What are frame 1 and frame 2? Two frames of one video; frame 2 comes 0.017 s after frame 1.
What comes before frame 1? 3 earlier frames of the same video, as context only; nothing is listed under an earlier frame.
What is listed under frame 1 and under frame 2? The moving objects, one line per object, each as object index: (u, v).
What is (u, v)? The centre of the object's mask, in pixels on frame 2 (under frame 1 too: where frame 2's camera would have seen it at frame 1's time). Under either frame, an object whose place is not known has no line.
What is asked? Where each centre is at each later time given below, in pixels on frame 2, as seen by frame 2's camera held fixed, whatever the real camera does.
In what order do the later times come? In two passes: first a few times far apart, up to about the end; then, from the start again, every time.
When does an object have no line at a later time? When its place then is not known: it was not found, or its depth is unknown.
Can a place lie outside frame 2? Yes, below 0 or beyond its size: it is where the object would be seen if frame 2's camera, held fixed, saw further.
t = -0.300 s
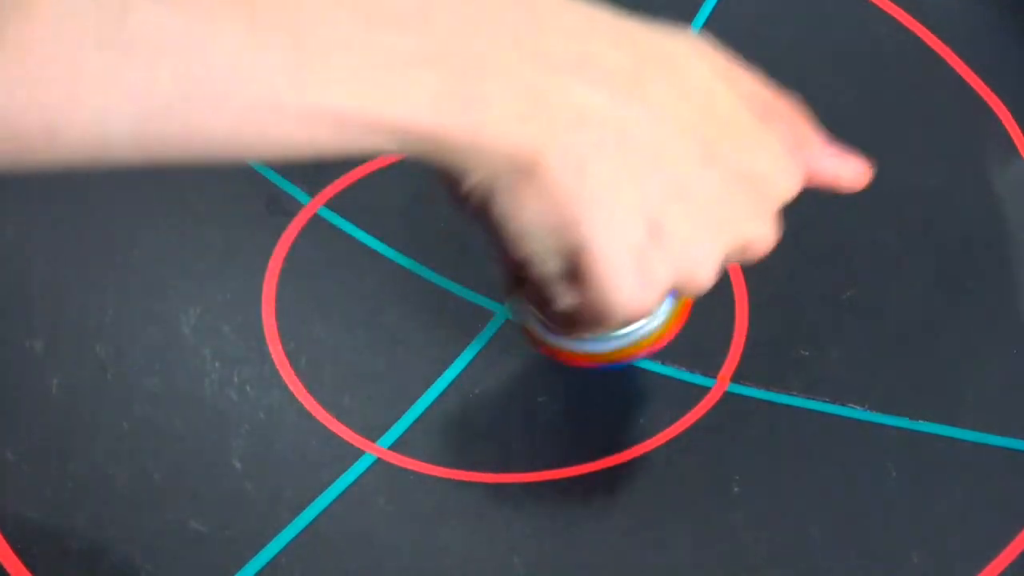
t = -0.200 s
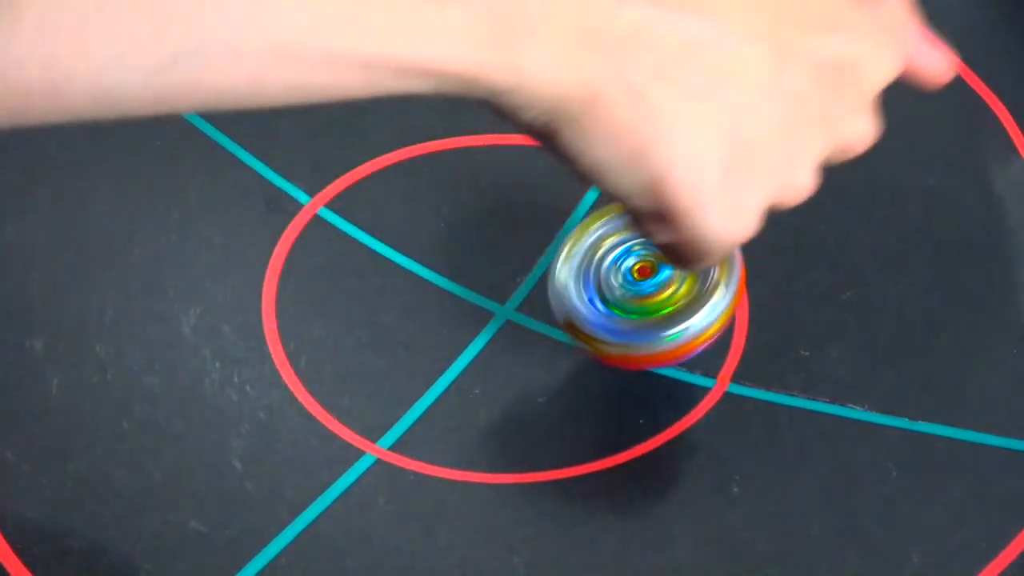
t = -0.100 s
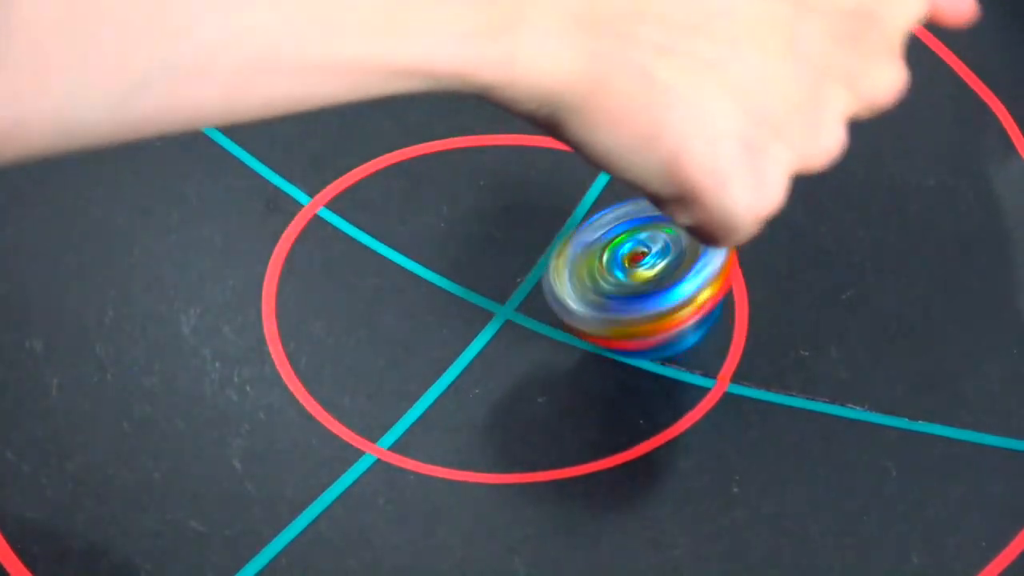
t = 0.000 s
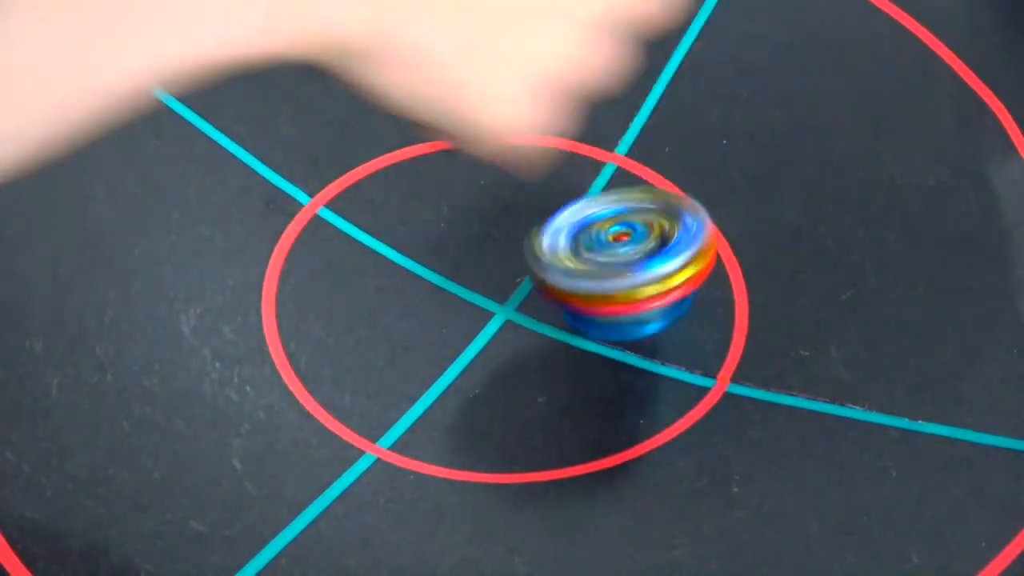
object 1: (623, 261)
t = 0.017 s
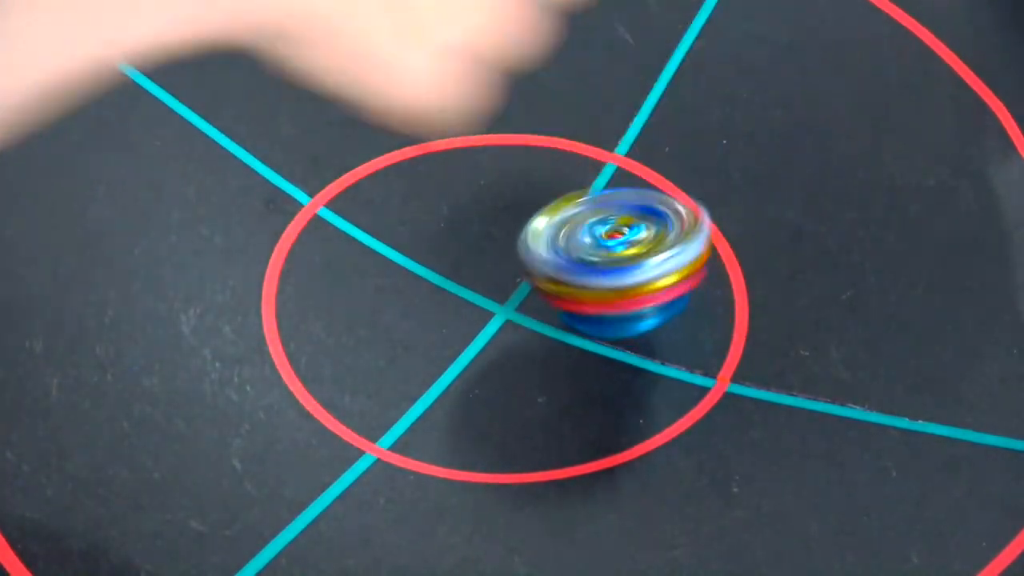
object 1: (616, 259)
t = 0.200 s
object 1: (532, 229)
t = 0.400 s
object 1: (487, 184)
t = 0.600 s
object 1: (481, 198)
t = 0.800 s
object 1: (471, 206)
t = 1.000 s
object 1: (470, 212)
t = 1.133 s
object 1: (481, 211)
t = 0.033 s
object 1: (611, 257)
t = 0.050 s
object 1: (604, 256)
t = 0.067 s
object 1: (600, 253)
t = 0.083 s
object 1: (592, 249)
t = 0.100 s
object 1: (583, 248)
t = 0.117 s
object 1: (575, 247)
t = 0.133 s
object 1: (567, 244)
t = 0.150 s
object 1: (559, 241)
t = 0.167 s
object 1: (549, 236)
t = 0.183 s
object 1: (540, 233)
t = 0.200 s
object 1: (532, 229)
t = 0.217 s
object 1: (526, 226)
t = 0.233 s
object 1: (518, 222)
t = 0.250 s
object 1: (511, 217)
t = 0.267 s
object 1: (505, 213)
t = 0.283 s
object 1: (500, 208)
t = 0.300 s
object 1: (497, 204)
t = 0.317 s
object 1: (491, 198)
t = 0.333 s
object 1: (490, 195)
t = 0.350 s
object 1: (487, 192)
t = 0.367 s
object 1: (489, 189)
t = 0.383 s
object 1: (488, 187)
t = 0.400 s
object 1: (487, 184)
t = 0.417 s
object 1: (487, 184)
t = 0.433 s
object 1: (488, 182)
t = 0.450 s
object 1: (491, 185)
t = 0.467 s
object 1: (489, 184)
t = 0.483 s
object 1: (491, 187)
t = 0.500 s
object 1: (488, 187)
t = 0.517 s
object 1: (489, 190)
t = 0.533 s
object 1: (486, 192)
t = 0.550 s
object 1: (485, 192)
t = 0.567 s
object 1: (483, 195)
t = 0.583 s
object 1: (483, 195)
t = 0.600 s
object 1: (481, 198)
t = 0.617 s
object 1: (480, 198)
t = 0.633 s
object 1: (477, 199)
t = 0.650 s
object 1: (478, 199)
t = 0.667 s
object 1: (476, 201)
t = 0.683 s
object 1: (474, 200)
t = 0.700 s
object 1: (473, 202)
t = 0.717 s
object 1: (471, 200)
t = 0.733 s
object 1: (472, 201)
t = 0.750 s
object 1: (470, 204)
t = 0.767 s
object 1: (471, 205)
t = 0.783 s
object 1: (469, 207)
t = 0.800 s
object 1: (471, 206)
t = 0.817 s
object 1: (469, 209)
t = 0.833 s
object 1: (471, 208)
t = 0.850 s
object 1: (468, 210)
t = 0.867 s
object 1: (470, 210)
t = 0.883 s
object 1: (470, 211)
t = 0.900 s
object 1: (469, 211)
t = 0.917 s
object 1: (470, 212)
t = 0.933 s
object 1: (469, 212)
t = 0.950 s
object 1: (470, 211)
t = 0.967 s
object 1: (470, 211)
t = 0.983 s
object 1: (471, 211)
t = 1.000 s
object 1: (470, 212)
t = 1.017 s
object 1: (471, 212)
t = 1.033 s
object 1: (472, 212)
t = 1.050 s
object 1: (472, 211)
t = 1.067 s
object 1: (474, 212)
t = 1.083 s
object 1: (474, 211)
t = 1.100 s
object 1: (478, 212)
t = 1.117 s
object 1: (478, 212)
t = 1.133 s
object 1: (481, 211)
